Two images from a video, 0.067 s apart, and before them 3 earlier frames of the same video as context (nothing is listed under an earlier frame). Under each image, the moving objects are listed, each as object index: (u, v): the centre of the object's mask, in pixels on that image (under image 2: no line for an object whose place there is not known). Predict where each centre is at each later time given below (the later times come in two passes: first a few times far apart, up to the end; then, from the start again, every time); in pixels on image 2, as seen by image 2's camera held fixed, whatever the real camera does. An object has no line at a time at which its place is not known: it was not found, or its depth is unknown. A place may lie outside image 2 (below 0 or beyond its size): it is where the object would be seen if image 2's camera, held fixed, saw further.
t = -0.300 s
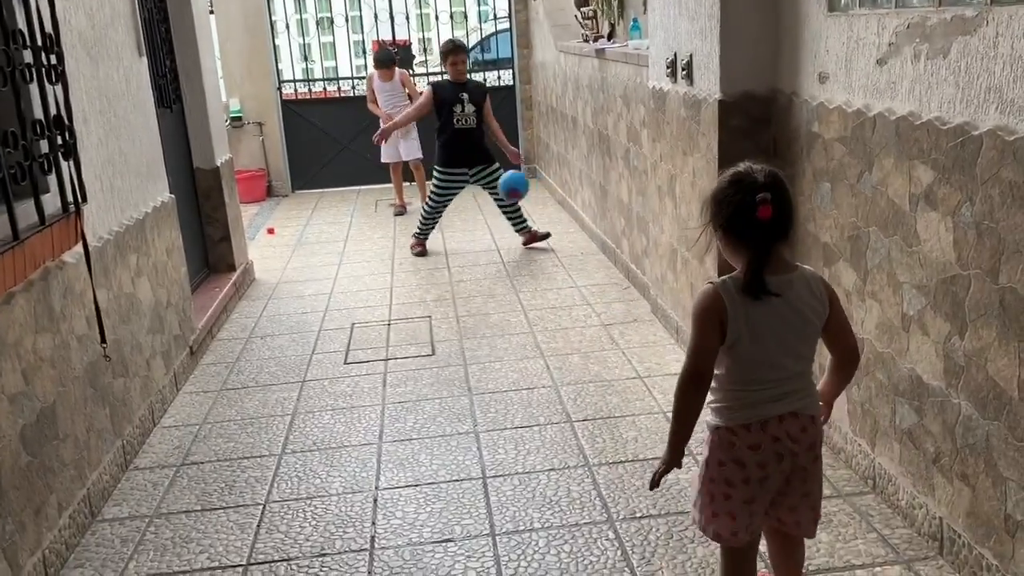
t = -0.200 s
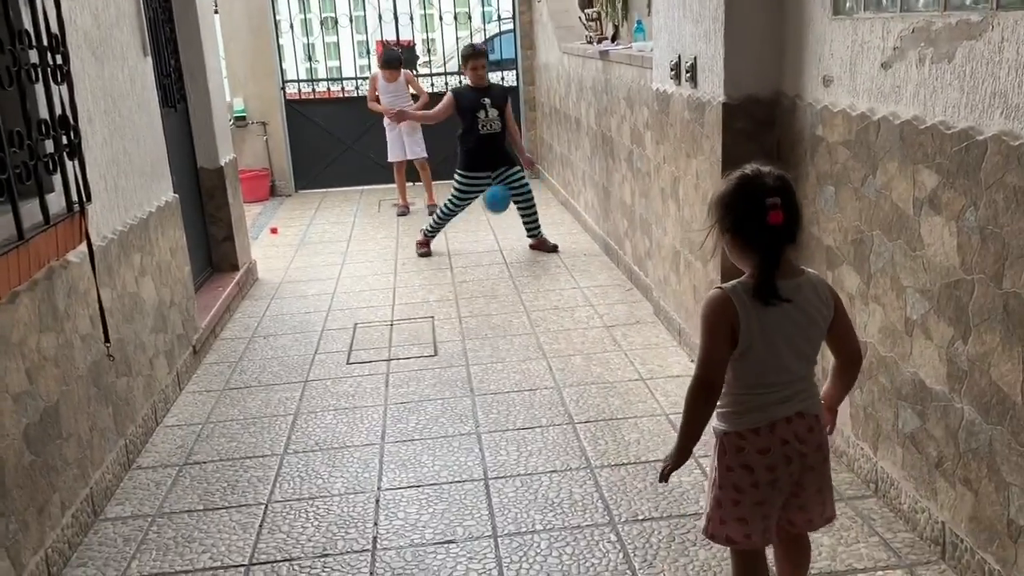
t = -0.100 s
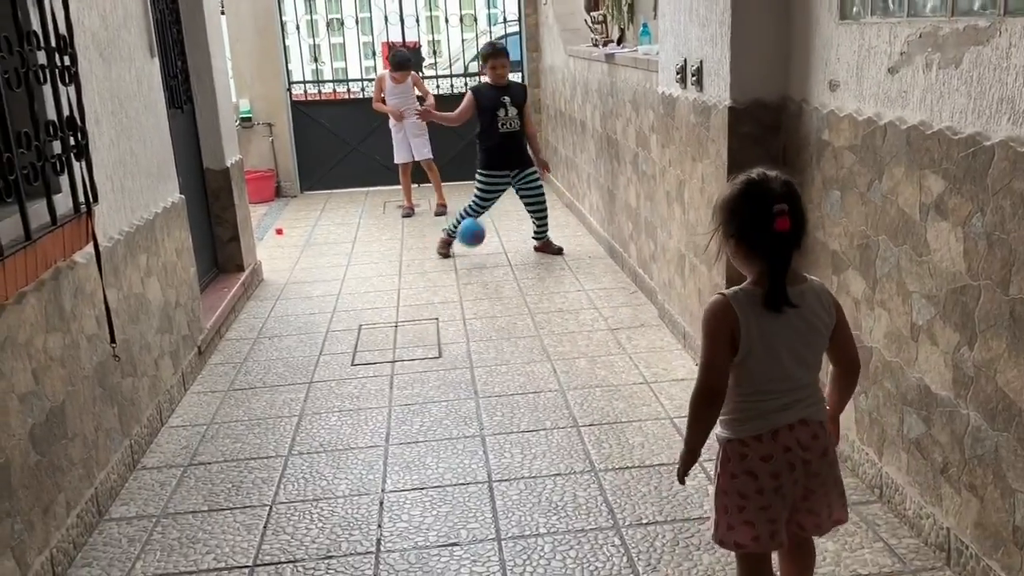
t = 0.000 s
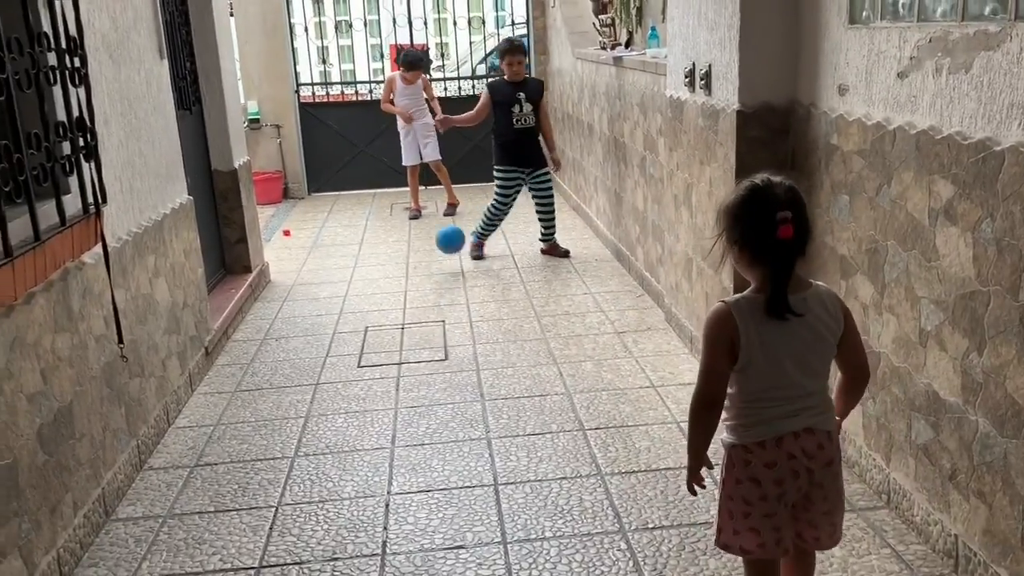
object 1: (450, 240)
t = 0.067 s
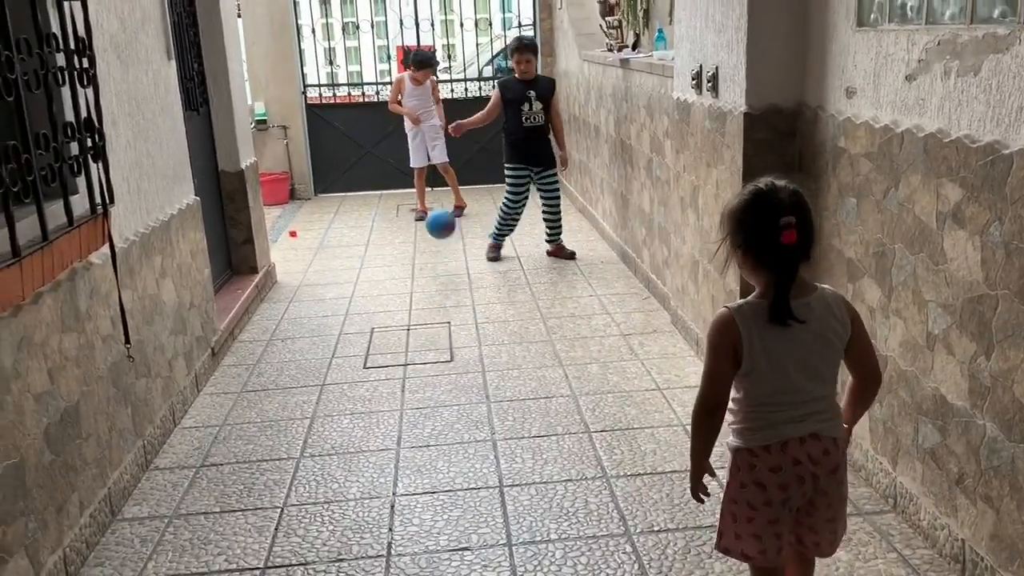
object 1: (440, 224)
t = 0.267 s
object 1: (392, 215)
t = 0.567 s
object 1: (318, 280)
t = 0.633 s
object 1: (301, 263)
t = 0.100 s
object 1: (432, 218)
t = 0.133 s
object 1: (422, 215)
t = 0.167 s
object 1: (414, 213)
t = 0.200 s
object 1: (406, 212)
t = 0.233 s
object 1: (400, 212)
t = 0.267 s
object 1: (392, 215)
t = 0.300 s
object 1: (383, 219)
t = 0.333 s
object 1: (374, 227)
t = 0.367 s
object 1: (366, 235)
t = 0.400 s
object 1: (359, 245)
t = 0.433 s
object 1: (352, 256)
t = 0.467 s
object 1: (345, 269)
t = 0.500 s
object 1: (337, 284)
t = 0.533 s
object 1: (328, 290)
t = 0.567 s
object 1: (318, 280)
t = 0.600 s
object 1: (309, 271)
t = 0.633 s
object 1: (301, 263)
